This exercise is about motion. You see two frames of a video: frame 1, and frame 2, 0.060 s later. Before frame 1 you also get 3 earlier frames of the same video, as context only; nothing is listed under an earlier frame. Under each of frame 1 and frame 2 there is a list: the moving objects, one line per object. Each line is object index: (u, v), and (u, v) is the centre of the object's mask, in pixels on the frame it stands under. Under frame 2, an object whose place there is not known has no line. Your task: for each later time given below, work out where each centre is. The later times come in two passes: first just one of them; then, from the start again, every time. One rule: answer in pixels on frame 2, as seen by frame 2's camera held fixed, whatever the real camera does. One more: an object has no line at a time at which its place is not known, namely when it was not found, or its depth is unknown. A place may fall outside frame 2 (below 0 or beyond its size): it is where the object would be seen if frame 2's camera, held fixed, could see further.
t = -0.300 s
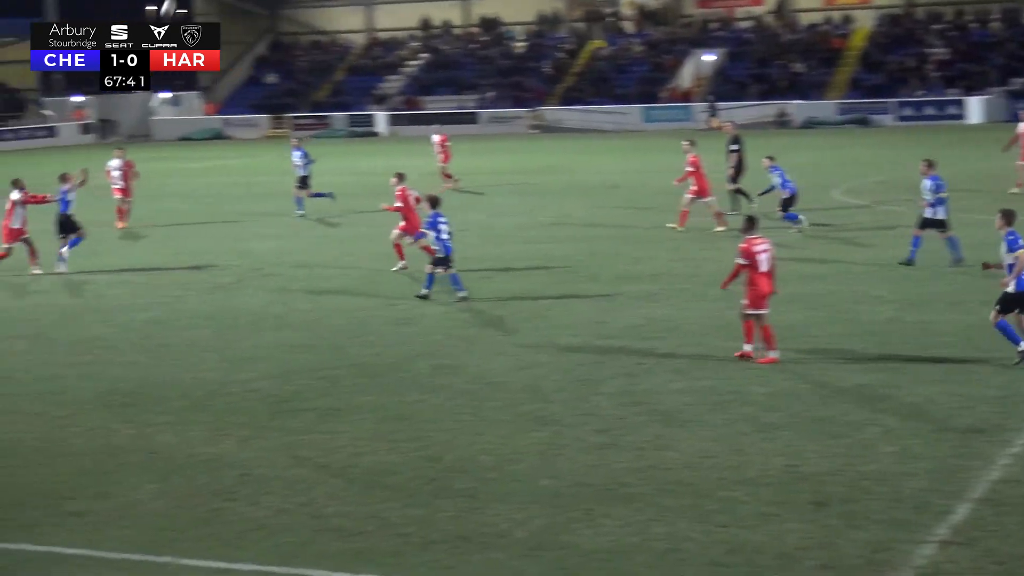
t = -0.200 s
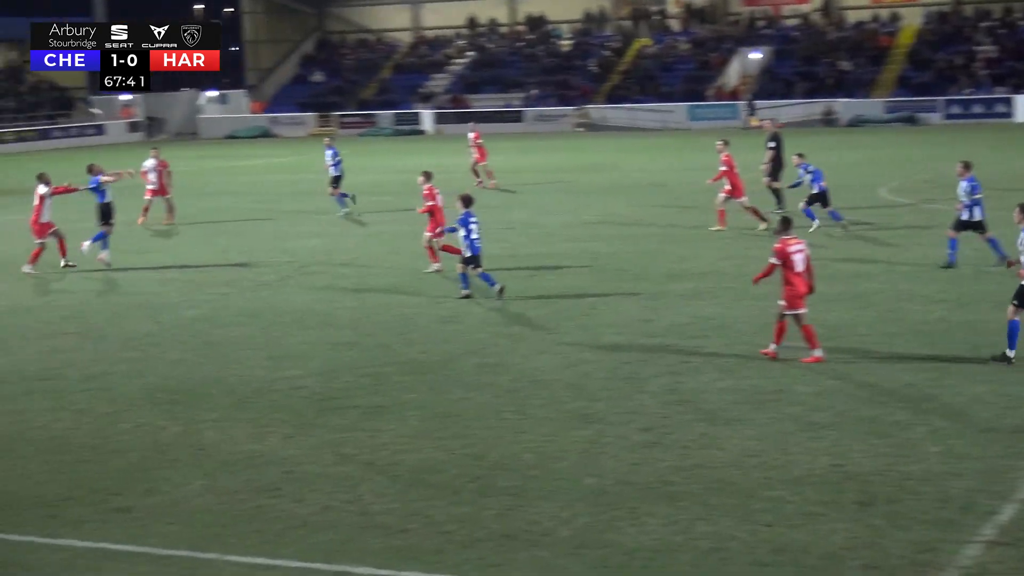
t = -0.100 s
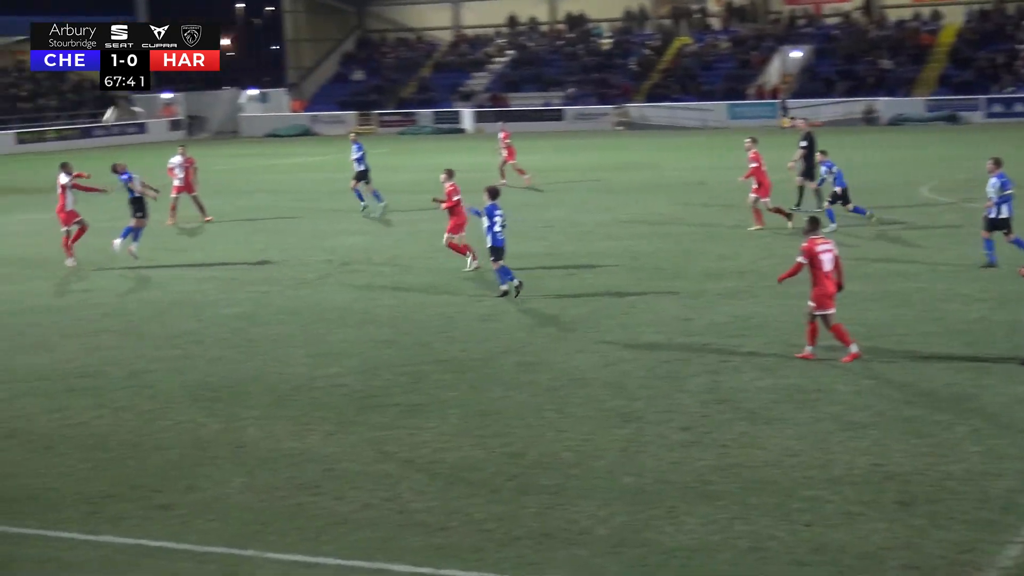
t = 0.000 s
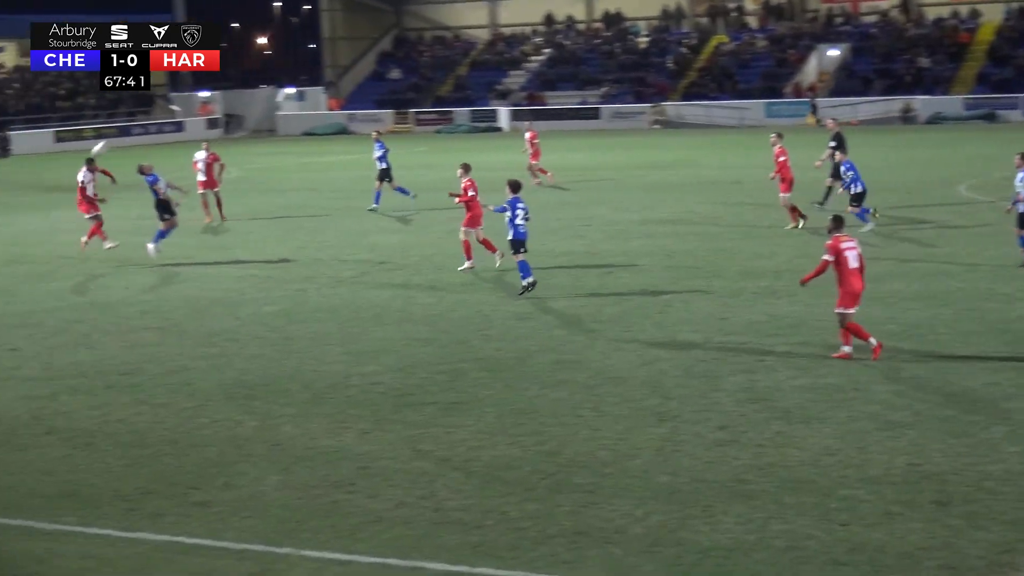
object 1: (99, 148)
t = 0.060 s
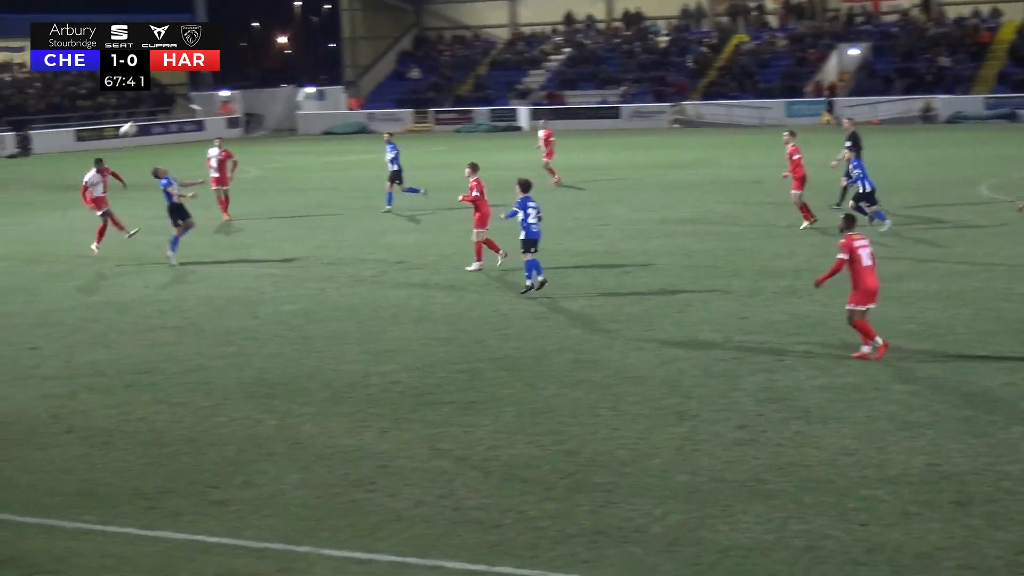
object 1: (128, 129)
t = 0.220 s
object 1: (146, 85)
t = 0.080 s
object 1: (130, 125)
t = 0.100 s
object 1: (132, 117)
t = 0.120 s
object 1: (134, 112)
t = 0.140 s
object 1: (136, 107)
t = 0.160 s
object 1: (139, 100)
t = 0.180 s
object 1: (141, 96)
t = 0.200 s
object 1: (143, 91)
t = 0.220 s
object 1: (146, 85)
